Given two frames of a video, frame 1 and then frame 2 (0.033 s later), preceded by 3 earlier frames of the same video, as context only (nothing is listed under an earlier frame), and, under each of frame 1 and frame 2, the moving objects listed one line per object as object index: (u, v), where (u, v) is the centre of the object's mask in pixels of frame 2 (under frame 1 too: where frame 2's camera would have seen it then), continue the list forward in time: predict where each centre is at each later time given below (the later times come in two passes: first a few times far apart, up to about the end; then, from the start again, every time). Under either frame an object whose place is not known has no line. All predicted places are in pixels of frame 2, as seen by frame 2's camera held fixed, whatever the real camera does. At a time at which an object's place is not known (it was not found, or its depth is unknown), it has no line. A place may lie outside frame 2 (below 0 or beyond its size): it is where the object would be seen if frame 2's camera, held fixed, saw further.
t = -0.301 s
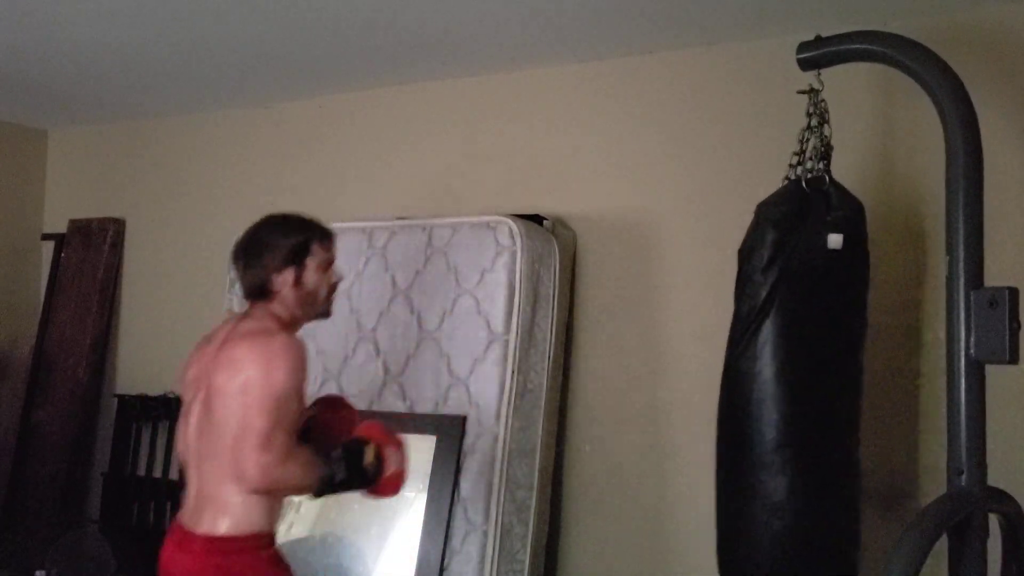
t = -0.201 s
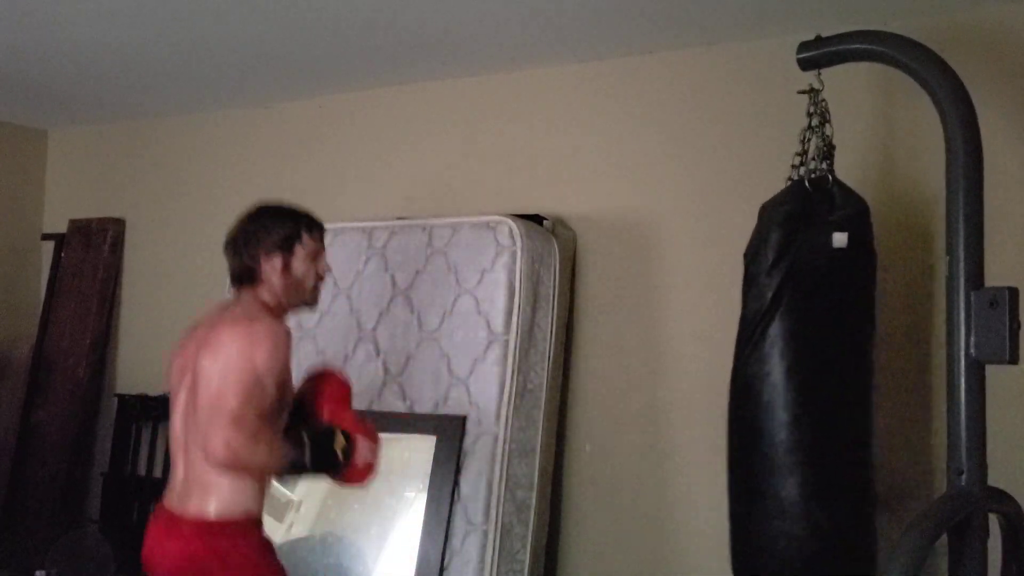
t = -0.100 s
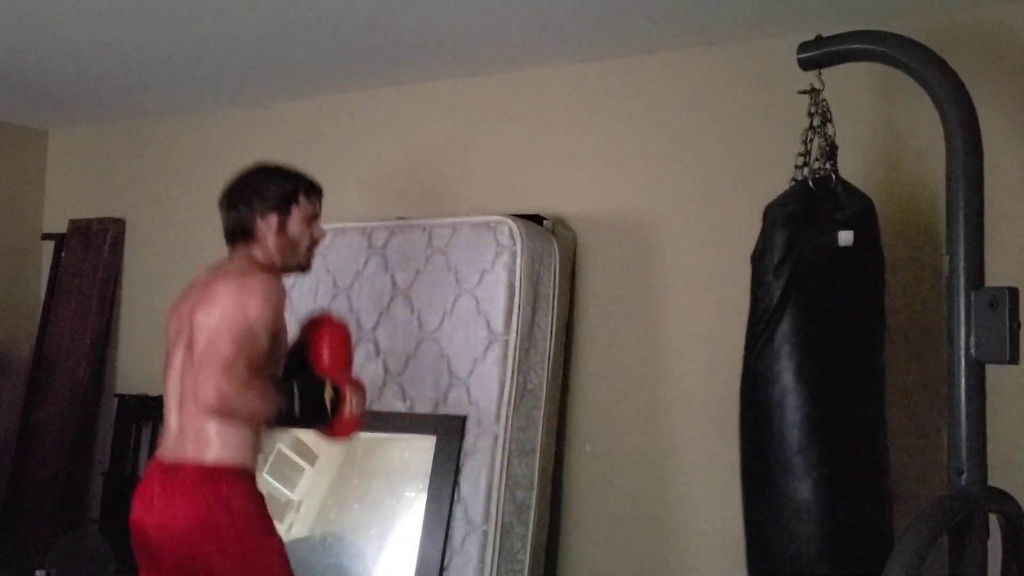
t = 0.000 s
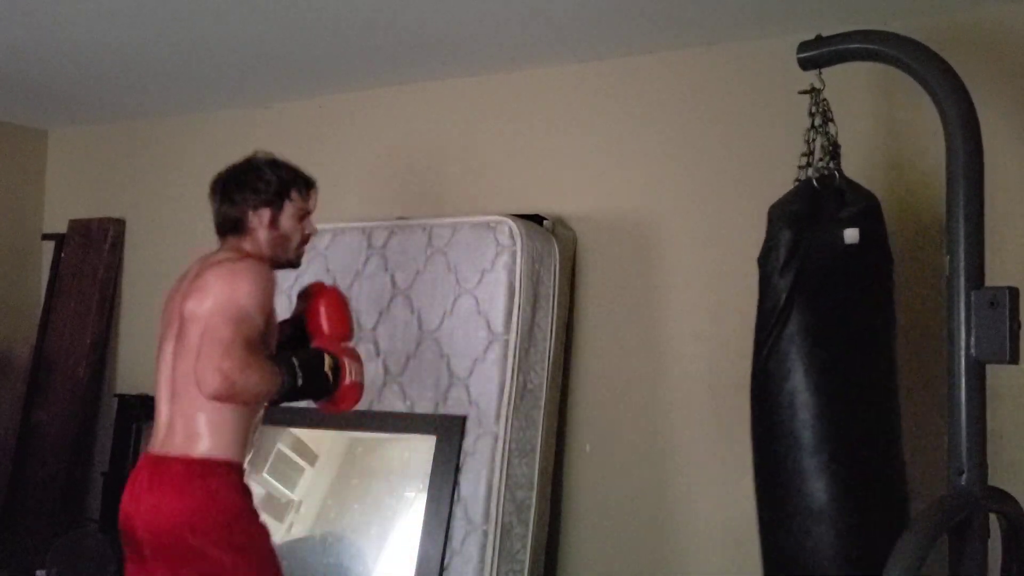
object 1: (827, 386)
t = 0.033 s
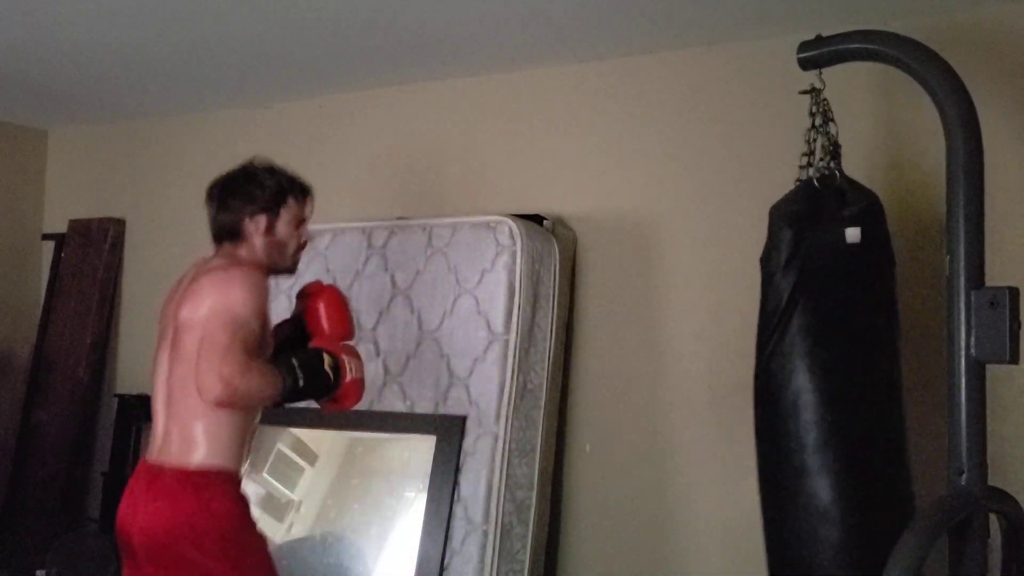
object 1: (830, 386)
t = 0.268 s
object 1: (847, 378)
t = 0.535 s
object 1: (829, 385)
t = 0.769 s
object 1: (801, 390)
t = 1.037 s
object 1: (778, 389)
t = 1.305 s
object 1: (778, 387)
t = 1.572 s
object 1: (800, 389)
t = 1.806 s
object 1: (826, 386)
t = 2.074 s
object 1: (845, 380)
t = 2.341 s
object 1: (845, 379)
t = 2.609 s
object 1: (822, 387)
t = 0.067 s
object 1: (833, 385)
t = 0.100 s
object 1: (836, 383)
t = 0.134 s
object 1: (838, 383)
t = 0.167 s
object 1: (841, 381)
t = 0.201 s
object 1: (844, 380)
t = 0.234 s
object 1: (846, 379)
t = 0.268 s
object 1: (847, 378)
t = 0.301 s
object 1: (848, 378)
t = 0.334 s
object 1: (847, 379)
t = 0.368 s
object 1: (845, 380)
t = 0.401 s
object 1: (842, 381)
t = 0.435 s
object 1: (839, 382)
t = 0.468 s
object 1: (835, 382)
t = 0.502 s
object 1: (832, 383)
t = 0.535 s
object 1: (829, 385)
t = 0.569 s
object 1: (825, 386)
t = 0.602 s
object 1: (821, 386)
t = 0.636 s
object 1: (818, 387)
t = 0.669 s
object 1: (814, 388)
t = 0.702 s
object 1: (810, 389)
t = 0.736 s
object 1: (805, 389)
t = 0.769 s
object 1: (801, 390)
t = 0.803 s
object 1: (798, 389)
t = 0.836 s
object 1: (794, 389)
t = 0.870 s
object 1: (791, 389)
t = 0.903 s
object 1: (787, 389)
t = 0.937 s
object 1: (784, 389)
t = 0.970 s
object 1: (782, 389)
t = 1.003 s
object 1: (780, 389)
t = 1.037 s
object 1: (778, 389)
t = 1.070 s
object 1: (777, 388)
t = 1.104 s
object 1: (776, 389)
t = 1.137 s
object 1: (776, 388)
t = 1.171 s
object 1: (775, 389)
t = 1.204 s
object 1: (775, 388)
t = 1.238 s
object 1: (776, 388)
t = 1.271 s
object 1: (777, 387)
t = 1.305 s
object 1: (778, 387)
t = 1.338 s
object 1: (780, 388)
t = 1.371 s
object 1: (782, 387)
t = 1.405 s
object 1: (784, 388)
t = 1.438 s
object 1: (787, 388)
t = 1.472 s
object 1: (790, 388)
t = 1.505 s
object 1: (793, 388)
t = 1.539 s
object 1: (797, 388)
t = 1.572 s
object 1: (800, 389)
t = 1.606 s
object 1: (804, 389)
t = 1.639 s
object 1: (808, 389)
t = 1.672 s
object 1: (811, 389)
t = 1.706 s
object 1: (815, 388)
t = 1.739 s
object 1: (819, 387)
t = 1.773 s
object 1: (822, 387)
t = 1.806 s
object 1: (826, 386)
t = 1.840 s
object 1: (829, 385)
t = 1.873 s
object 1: (832, 385)
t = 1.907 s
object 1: (835, 384)
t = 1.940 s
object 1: (838, 383)
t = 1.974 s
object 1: (840, 382)
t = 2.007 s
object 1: (842, 381)
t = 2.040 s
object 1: (844, 380)
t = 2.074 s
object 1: (845, 380)
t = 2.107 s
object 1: (847, 379)
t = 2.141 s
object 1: (848, 379)
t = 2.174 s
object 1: (848, 378)
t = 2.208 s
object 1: (849, 378)
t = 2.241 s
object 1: (849, 378)
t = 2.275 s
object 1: (848, 378)
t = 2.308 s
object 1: (847, 379)
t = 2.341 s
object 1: (845, 379)
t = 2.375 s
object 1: (843, 380)
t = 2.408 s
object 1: (841, 381)
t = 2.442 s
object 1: (838, 382)
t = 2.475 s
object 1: (835, 383)
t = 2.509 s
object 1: (832, 384)
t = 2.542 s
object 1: (829, 385)
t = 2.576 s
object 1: (825, 386)
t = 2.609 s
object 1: (822, 387)
